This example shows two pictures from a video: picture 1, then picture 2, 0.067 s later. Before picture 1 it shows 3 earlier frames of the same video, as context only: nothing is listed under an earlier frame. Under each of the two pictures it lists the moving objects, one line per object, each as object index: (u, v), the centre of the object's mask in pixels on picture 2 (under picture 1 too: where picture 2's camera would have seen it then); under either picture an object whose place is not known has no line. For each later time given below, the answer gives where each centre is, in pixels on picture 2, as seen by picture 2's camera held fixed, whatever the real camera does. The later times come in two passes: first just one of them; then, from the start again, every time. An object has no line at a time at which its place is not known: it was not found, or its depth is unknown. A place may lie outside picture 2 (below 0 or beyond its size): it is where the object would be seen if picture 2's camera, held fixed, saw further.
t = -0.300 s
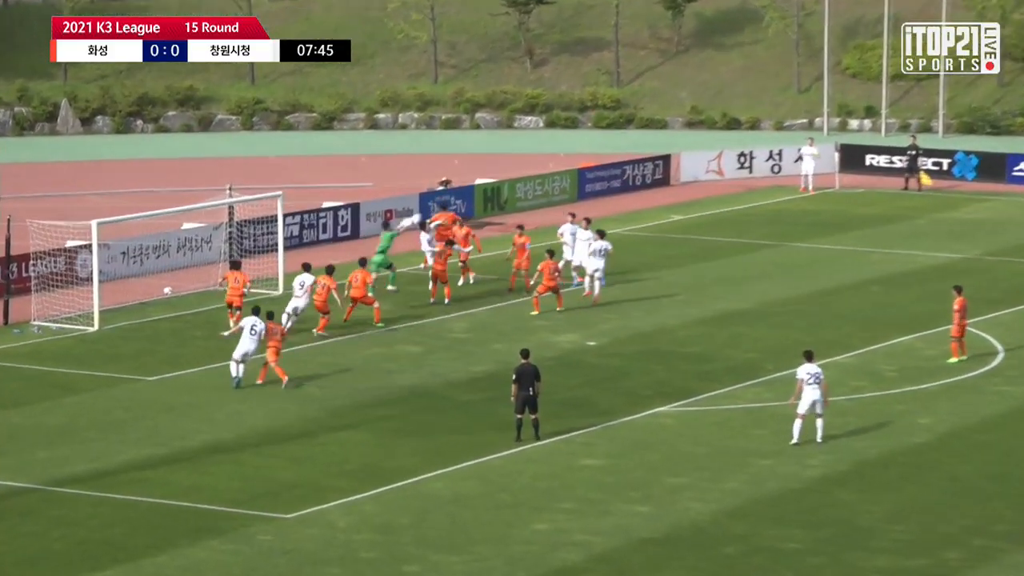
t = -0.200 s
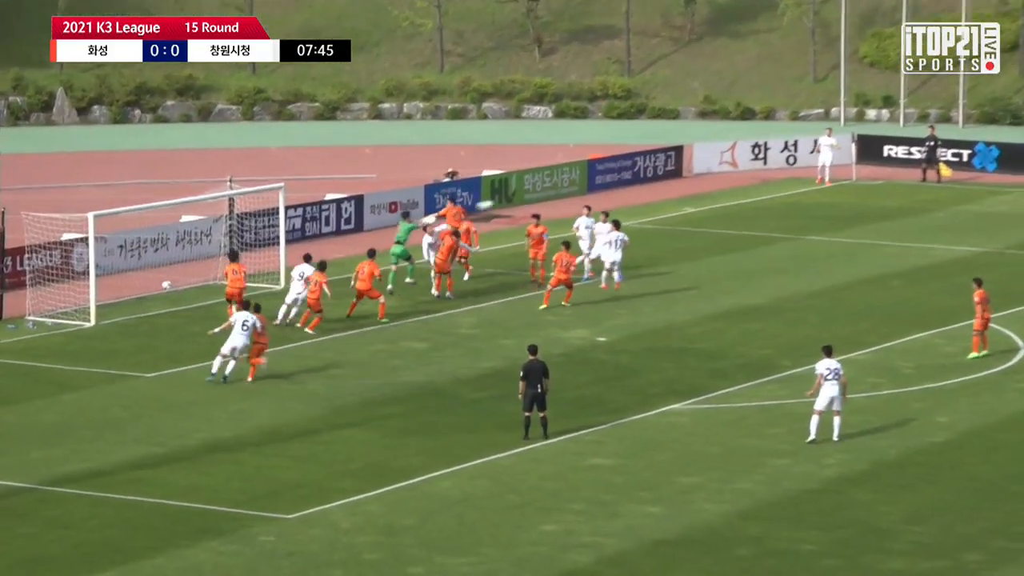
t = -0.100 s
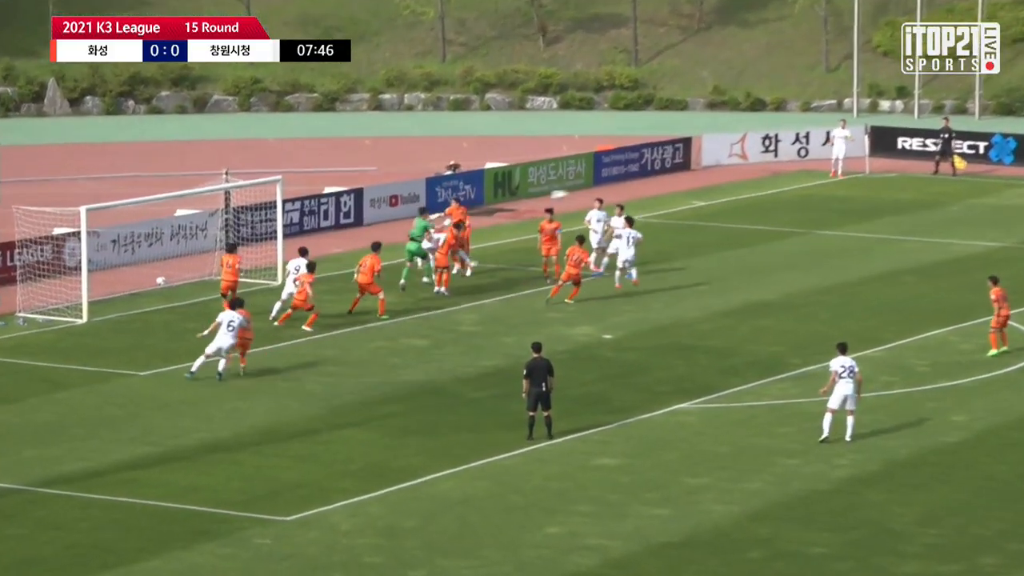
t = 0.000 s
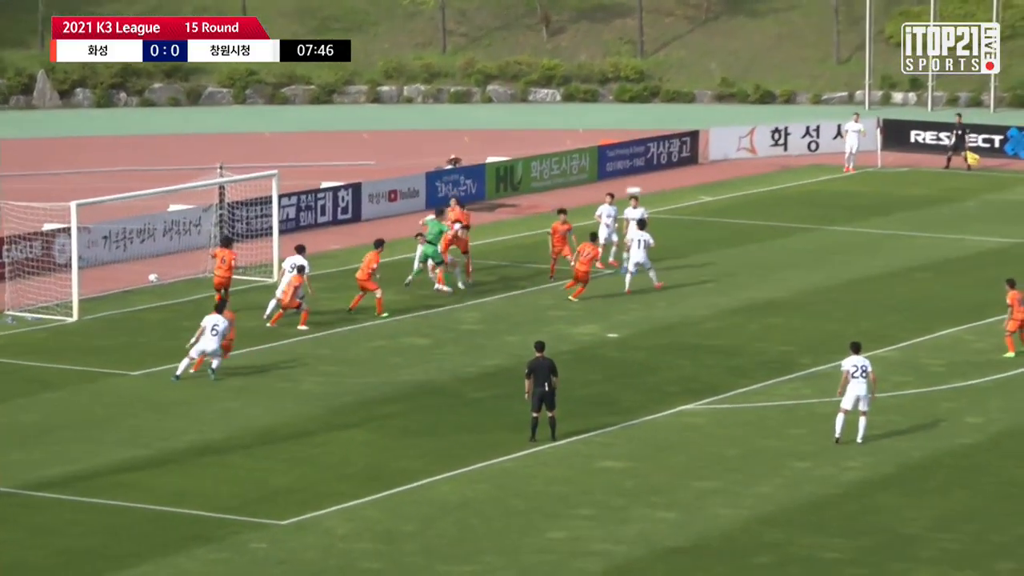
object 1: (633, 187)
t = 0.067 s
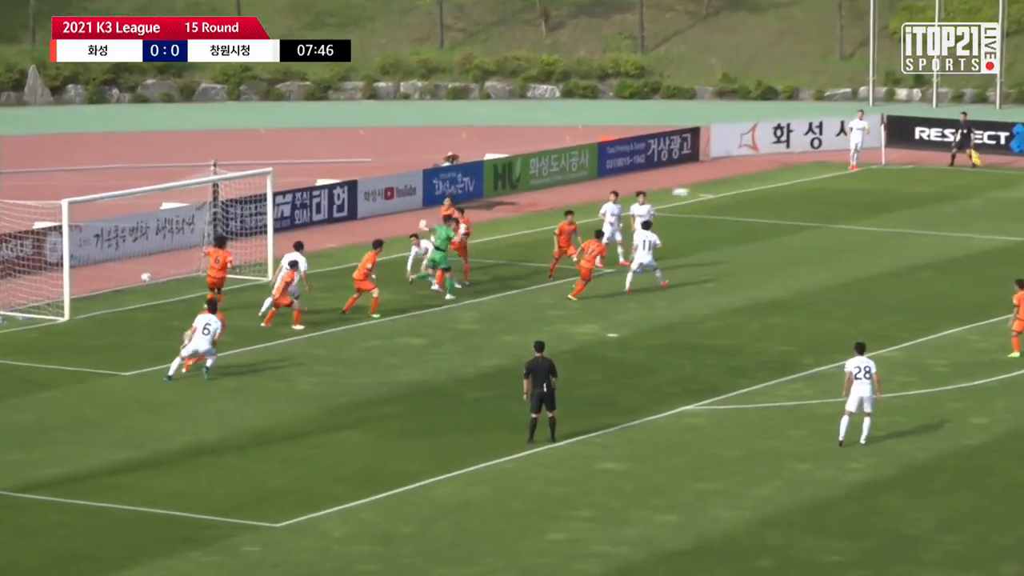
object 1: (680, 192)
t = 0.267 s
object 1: (813, 219)
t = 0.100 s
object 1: (703, 194)
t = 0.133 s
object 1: (726, 198)
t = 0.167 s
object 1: (748, 202)
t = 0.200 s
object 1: (770, 206)
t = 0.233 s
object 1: (792, 211)
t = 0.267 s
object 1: (813, 219)
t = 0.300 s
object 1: (835, 224)
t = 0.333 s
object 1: (856, 231)
